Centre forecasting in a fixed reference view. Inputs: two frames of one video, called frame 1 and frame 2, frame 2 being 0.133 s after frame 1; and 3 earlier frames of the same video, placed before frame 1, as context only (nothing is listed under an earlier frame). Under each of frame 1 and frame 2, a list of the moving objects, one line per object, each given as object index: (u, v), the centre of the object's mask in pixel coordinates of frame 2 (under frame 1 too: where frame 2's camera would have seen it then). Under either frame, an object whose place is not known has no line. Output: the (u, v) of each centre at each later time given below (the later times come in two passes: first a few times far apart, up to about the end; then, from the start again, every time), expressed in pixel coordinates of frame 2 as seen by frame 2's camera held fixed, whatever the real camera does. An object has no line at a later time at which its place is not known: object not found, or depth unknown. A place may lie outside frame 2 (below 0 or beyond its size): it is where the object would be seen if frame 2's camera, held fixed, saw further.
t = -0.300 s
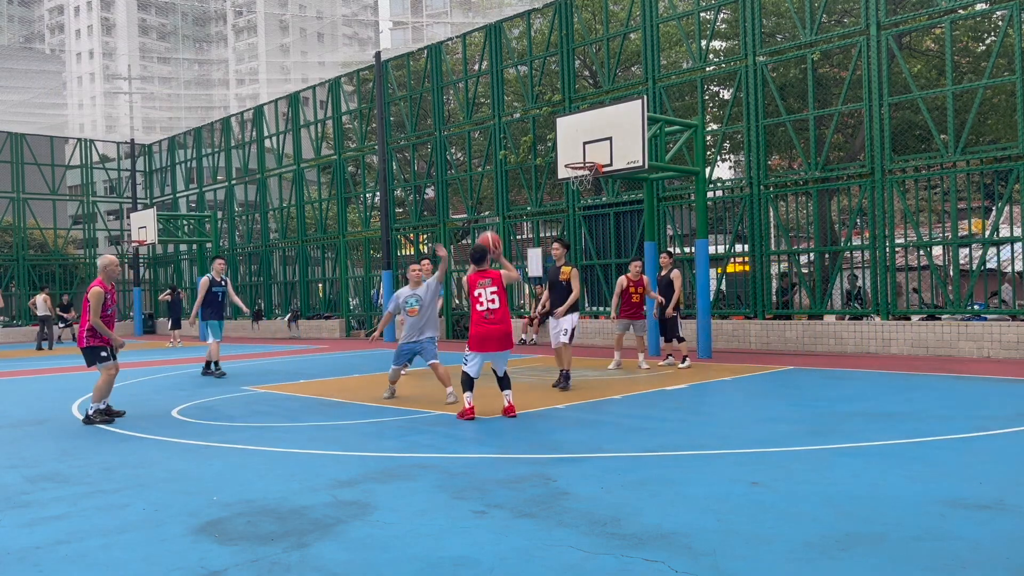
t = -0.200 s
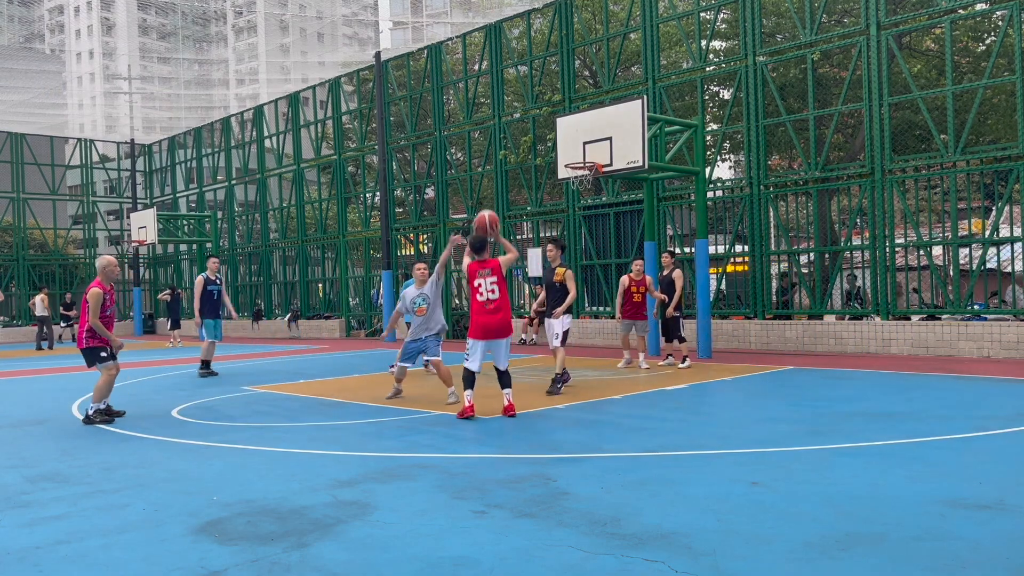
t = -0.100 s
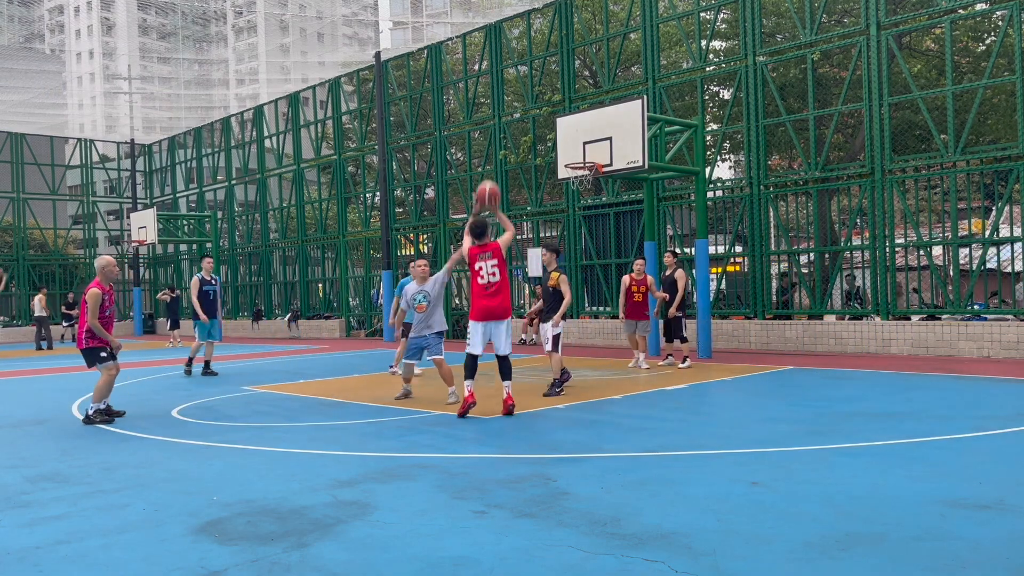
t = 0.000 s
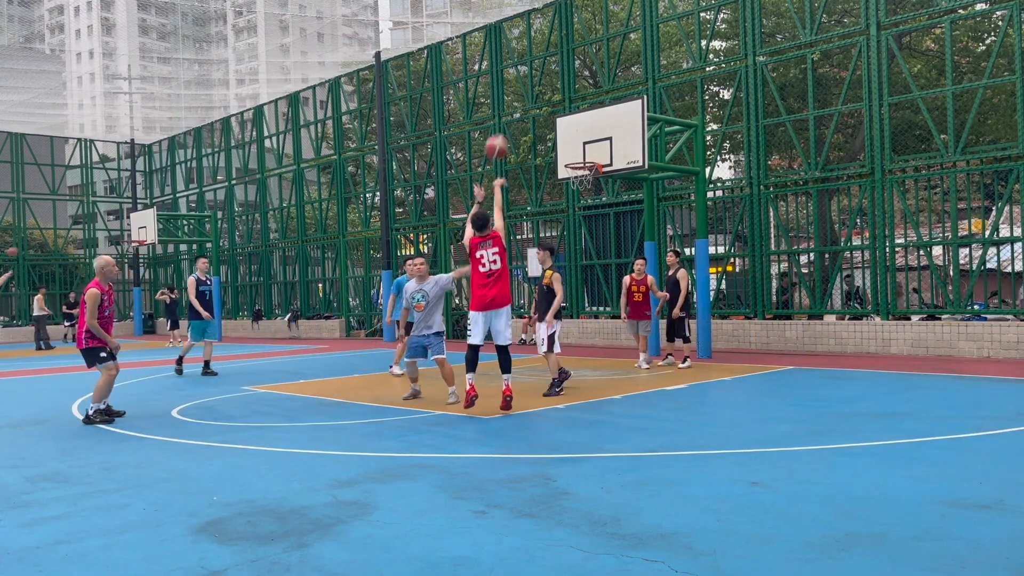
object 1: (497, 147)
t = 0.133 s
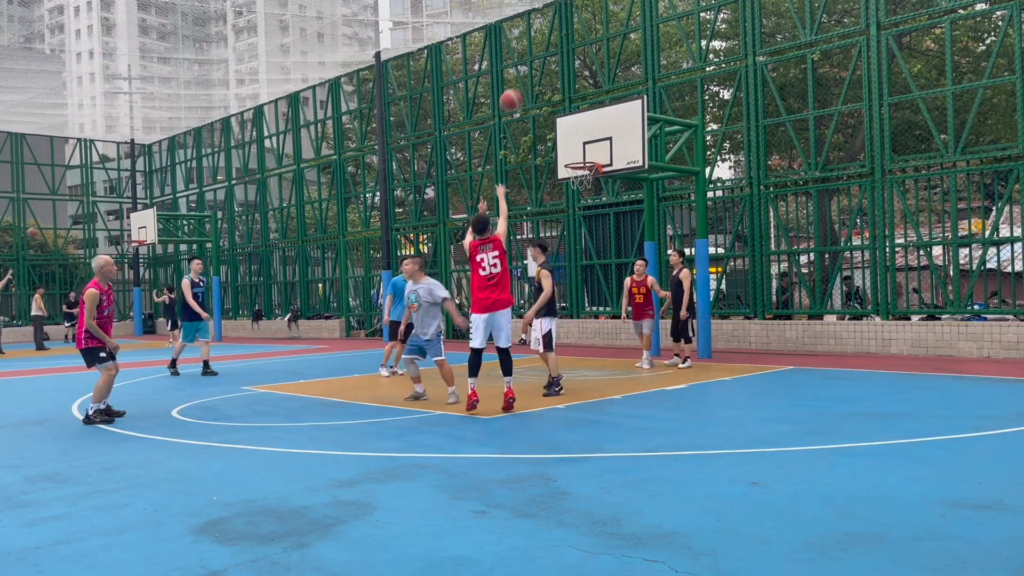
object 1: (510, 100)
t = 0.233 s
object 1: (521, 79)
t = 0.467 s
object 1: (543, 66)
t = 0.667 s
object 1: (559, 87)
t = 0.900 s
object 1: (577, 141)
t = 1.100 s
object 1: (586, 182)
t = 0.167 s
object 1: (514, 92)
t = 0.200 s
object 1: (518, 85)
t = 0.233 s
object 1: (521, 79)
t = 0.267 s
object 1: (525, 75)
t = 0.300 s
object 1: (528, 71)
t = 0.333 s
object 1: (531, 68)
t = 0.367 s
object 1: (534, 67)
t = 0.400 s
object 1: (537, 65)
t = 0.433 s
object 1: (540, 65)
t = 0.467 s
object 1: (543, 66)
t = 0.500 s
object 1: (545, 68)
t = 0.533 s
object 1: (548, 70)
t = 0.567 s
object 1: (551, 74)
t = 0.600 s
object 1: (554, 77)
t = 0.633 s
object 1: (557, 82)
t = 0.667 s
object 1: (559, 87)
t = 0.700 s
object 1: (562, 93)
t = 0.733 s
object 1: (565, 100)
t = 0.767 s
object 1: (567, 106)
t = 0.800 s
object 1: (570, 115)
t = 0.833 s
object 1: (572, 123)
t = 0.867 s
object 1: (574, 132)
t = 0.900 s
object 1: (577, 141)
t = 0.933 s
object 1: (579, 151)
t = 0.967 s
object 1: (581, 162)
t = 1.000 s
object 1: (583, 172)
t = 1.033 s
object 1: (584, 178)
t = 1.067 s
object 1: (585, 179)
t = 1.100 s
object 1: (586, 182)
